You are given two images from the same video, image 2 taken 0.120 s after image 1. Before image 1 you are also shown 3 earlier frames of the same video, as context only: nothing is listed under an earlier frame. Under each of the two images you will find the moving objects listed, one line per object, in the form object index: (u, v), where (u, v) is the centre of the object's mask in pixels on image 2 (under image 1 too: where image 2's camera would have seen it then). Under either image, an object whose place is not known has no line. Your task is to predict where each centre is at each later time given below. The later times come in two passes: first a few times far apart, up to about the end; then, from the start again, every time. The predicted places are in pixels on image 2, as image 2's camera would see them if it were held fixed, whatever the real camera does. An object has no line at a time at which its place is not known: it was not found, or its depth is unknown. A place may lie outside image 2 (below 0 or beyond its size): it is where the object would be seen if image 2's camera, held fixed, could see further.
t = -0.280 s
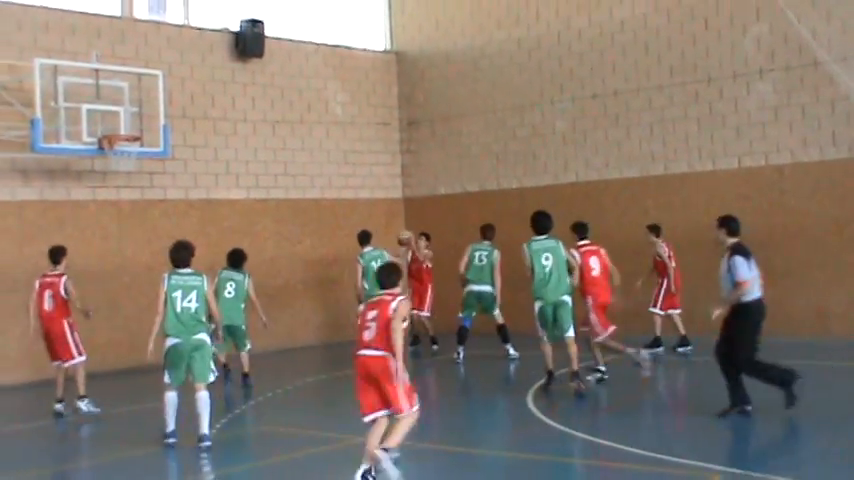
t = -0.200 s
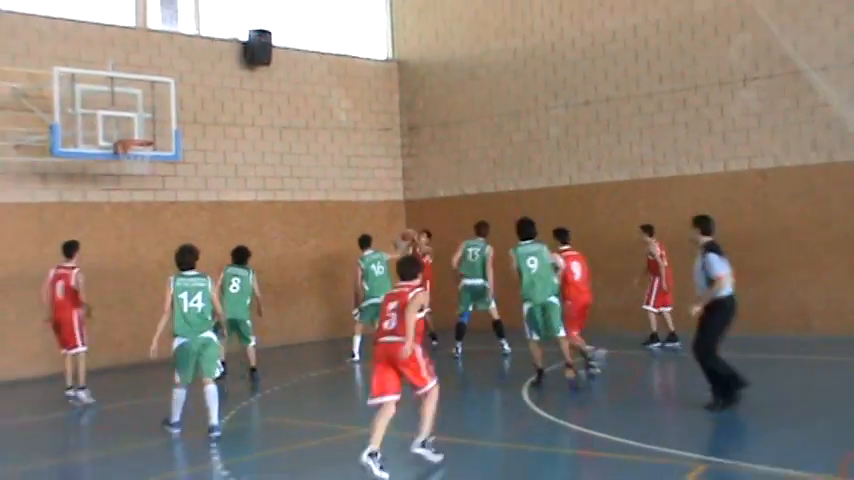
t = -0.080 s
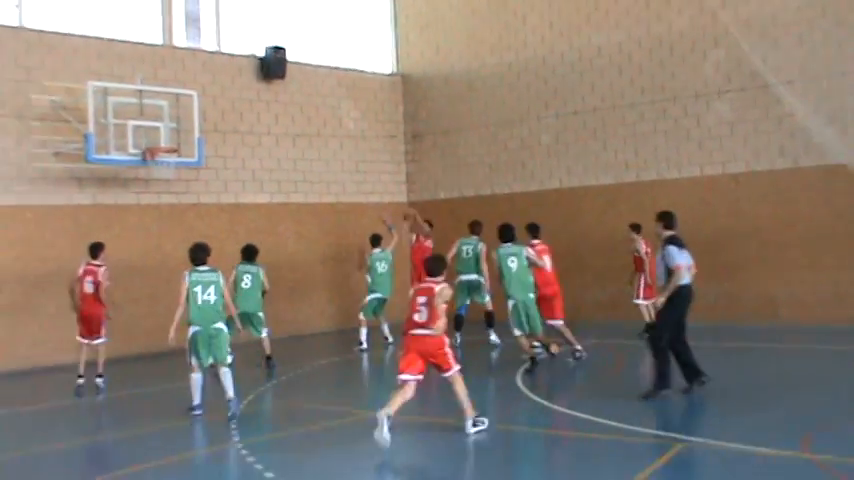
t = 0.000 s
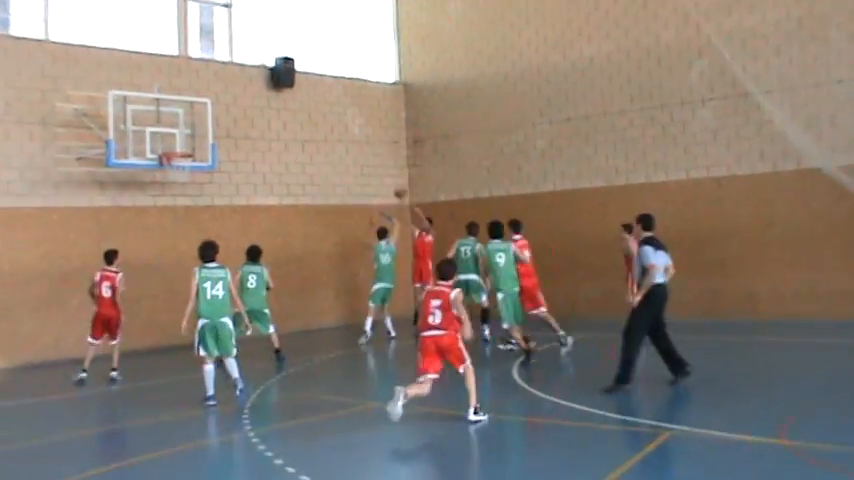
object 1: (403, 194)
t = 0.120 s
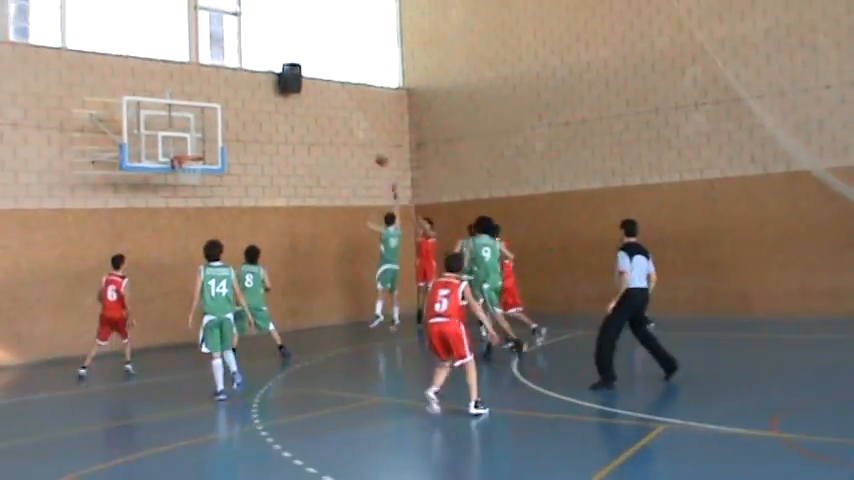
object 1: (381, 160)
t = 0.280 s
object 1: (352, 126)
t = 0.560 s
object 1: (298, 97)
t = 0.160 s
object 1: (374, 150)
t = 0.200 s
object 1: (367, 141)
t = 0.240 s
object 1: (359, 134)
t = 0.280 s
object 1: (352, 126)
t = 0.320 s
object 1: (344, 119)
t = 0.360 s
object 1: (337, 113)
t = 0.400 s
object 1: (329, 108)
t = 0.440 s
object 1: (322, 104)
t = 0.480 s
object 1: (314, 101)
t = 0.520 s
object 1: (306, 98)
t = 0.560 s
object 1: (298, 97)
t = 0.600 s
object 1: (291, 95)
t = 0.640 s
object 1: (283, 95)
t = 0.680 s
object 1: (276, 97)
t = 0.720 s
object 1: (267, 99)
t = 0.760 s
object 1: (259, 102)
